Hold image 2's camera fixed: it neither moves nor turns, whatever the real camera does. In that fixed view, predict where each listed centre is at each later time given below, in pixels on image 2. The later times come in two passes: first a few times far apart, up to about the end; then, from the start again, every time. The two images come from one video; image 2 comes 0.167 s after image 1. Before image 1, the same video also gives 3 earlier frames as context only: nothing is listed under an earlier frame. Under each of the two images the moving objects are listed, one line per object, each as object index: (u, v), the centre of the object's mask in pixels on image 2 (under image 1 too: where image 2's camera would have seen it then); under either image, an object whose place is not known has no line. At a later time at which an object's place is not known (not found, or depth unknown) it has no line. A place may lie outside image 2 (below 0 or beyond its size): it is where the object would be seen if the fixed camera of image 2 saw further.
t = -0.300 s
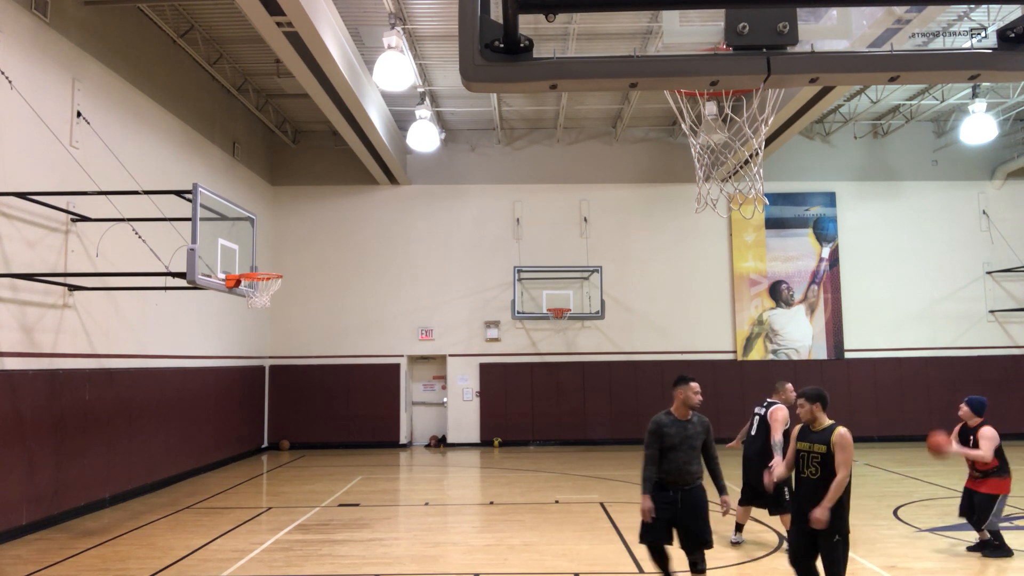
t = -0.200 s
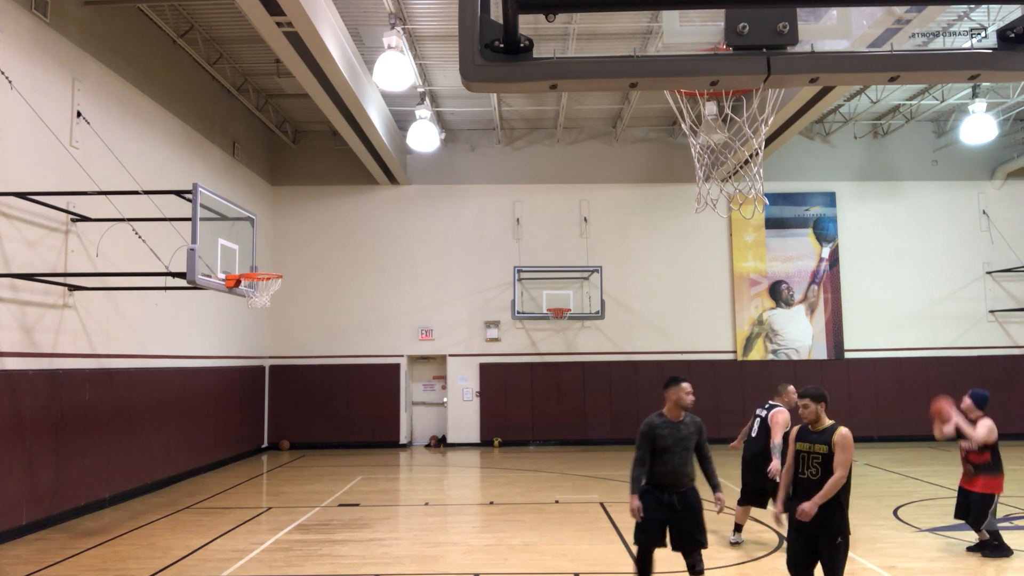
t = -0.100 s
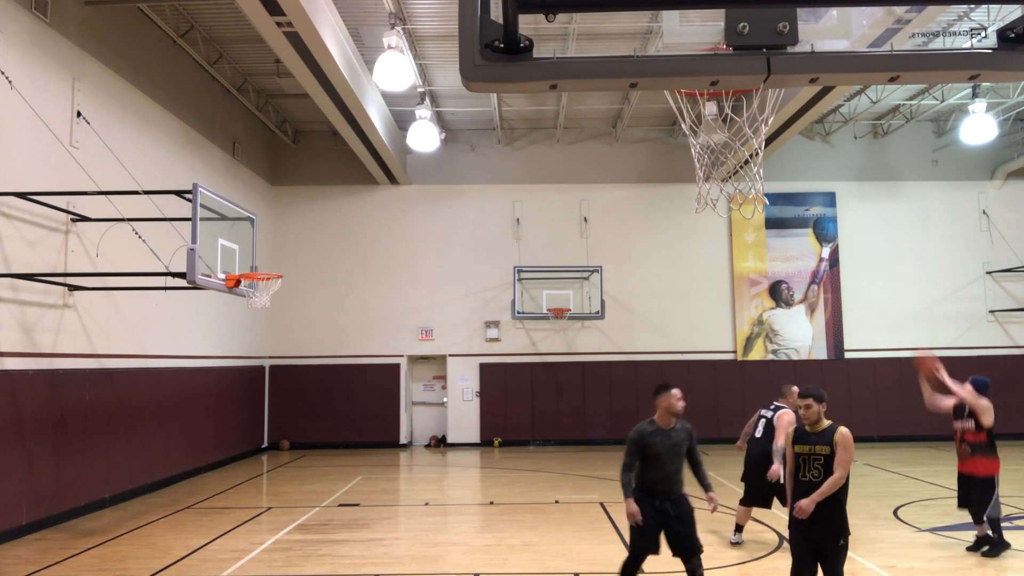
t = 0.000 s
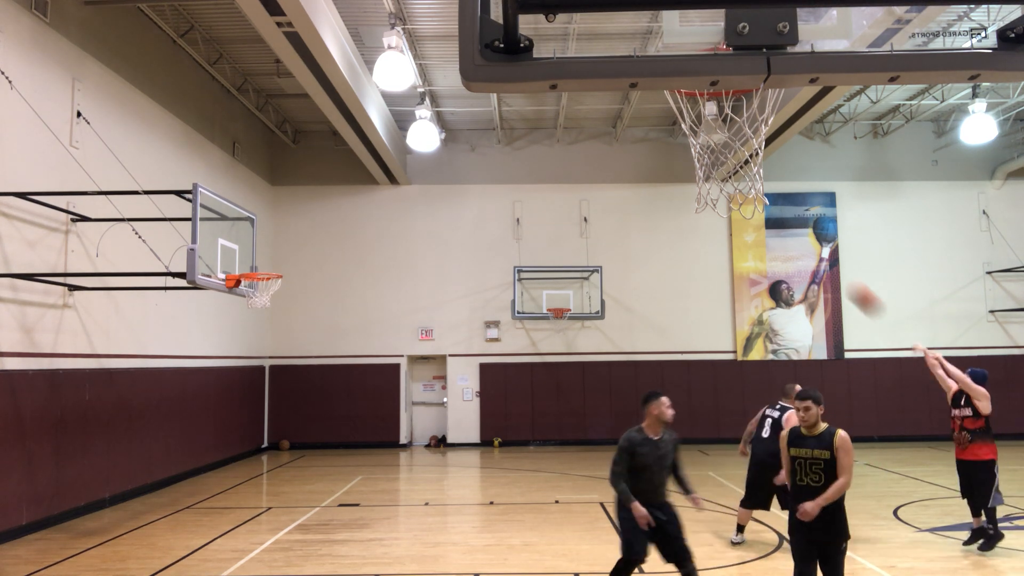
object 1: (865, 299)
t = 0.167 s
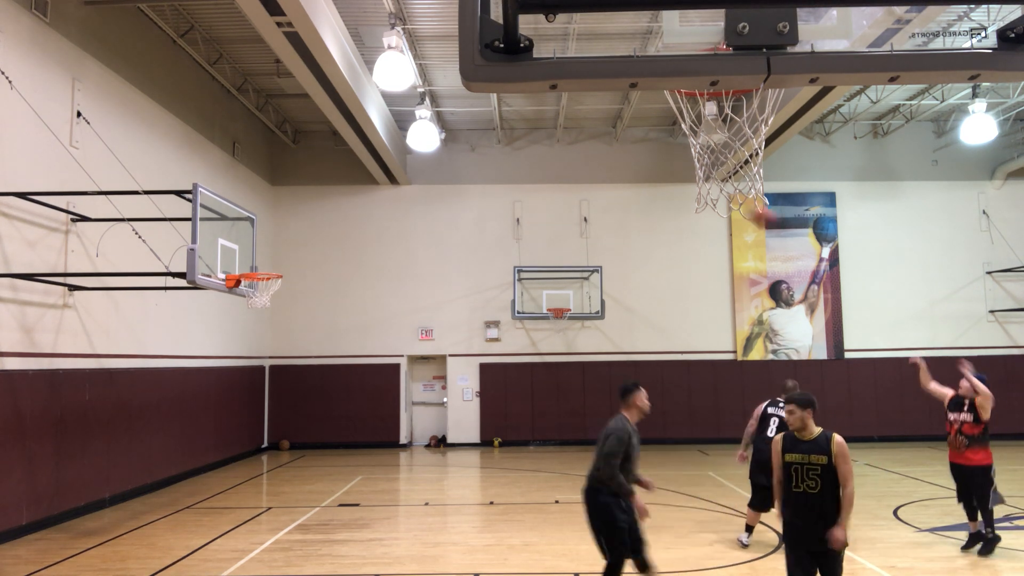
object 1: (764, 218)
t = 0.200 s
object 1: (743, 204)
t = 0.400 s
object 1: (630, 150)
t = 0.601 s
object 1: (531, 137)
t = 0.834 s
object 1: (425, 161)
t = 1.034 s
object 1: (343, 211)
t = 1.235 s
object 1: (277, 259)
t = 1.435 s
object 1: (255, 242)
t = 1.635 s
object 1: (259, 245)
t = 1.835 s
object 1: (282, 268)
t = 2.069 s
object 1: (306, 334)
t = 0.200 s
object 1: (743, 204)
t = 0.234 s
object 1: (723, 189)
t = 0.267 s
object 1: (700, 178)
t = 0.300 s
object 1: (683, 171)
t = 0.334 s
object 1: (667, 163)
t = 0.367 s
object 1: (648, 156)
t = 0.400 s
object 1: (630, 150)
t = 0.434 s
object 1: (613, 146)
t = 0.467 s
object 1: (597, 142)
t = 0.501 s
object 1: (580, 139)
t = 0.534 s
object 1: (565, 138)
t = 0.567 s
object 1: (547, 137)
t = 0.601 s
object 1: (531, 137)
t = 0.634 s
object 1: (515, 138)
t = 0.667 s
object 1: (499, 139)
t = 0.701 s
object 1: (484, 141)
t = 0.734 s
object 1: (470, 145)
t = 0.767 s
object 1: (455, 149)
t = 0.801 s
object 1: (441, 155)
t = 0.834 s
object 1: (425, 161)
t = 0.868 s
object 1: (412, 167)
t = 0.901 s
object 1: (398, 173)
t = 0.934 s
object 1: (384, 181)
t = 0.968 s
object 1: (370, 191)
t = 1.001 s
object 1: (356, 200)
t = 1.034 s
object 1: (343, 211)
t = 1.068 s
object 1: (329, 222)
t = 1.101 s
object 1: (315, 235)
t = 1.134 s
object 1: (302, 247)
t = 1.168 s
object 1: (289, 261)
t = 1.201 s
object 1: (281, 265)
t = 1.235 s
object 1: (277, 259)
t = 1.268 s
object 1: (273, 254)
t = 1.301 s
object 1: (270, 250)
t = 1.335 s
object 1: (266, 247)
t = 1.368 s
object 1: (263, 245)
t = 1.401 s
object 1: (259, 243)
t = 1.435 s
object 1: (255, 242)
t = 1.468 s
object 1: (252, 243)
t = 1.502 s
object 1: (249, 244)
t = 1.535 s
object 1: (248, 244)
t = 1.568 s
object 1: (251, 244)
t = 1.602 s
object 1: (255, 244)
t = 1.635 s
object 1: (259, 245)
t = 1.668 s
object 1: (263, 247)
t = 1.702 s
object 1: (267, 250)
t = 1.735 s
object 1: (271, 254)
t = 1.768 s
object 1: (274, 258)
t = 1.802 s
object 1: (278, 263)
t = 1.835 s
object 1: (282, 268)
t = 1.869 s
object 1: (286, 276)
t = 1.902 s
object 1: (289, 284)
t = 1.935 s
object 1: (293, 292)
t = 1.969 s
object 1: (296, 301)
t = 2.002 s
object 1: (299, 311)
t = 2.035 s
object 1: (303, 323)
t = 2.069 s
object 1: (306, 334)
